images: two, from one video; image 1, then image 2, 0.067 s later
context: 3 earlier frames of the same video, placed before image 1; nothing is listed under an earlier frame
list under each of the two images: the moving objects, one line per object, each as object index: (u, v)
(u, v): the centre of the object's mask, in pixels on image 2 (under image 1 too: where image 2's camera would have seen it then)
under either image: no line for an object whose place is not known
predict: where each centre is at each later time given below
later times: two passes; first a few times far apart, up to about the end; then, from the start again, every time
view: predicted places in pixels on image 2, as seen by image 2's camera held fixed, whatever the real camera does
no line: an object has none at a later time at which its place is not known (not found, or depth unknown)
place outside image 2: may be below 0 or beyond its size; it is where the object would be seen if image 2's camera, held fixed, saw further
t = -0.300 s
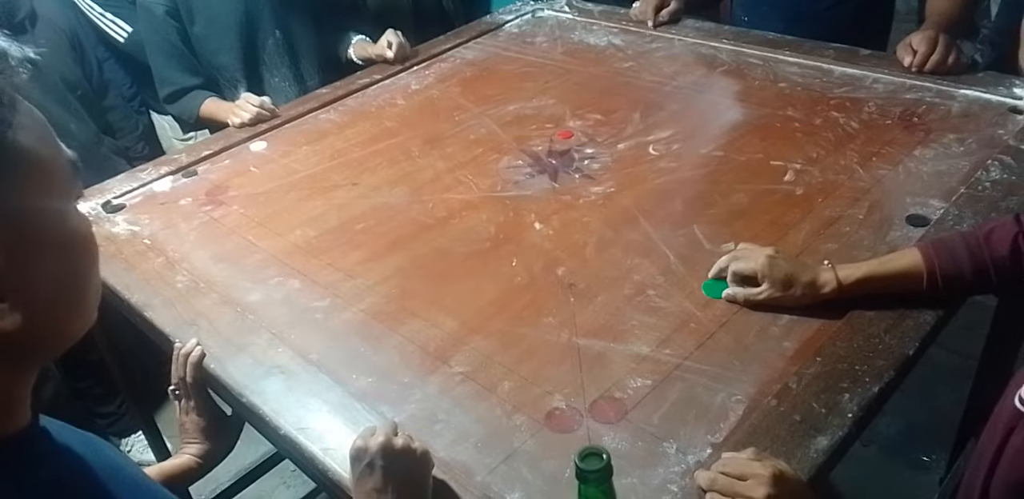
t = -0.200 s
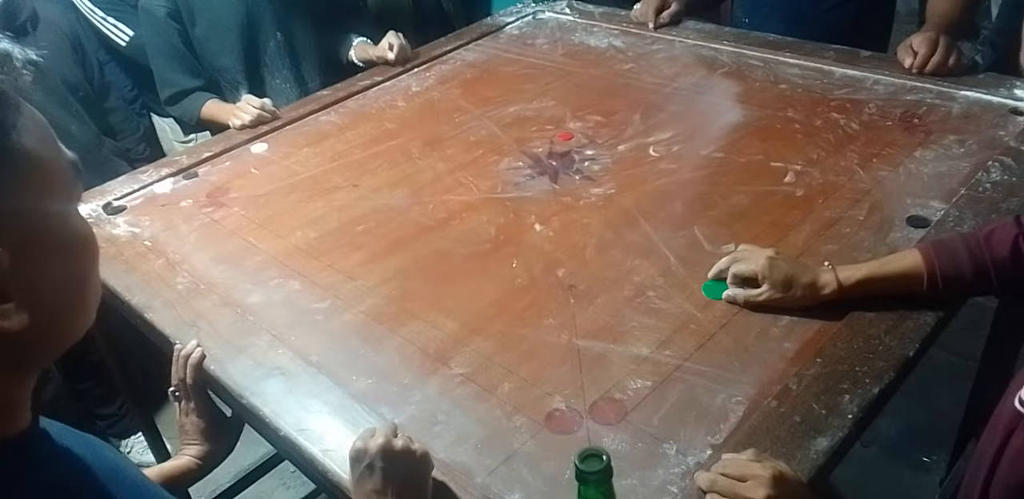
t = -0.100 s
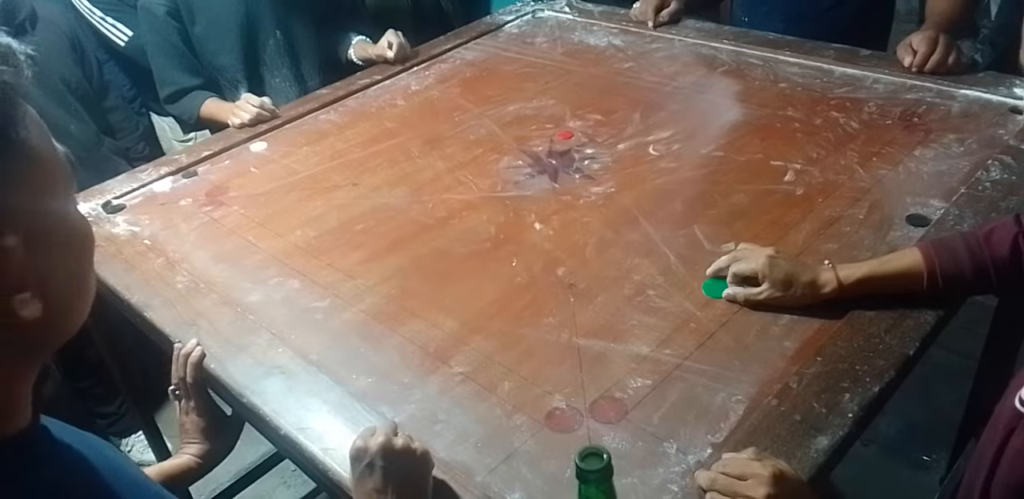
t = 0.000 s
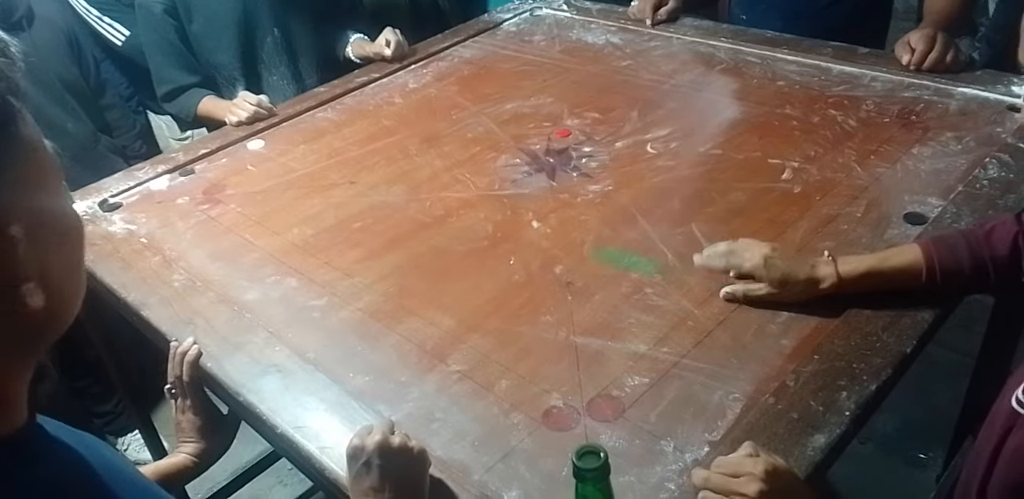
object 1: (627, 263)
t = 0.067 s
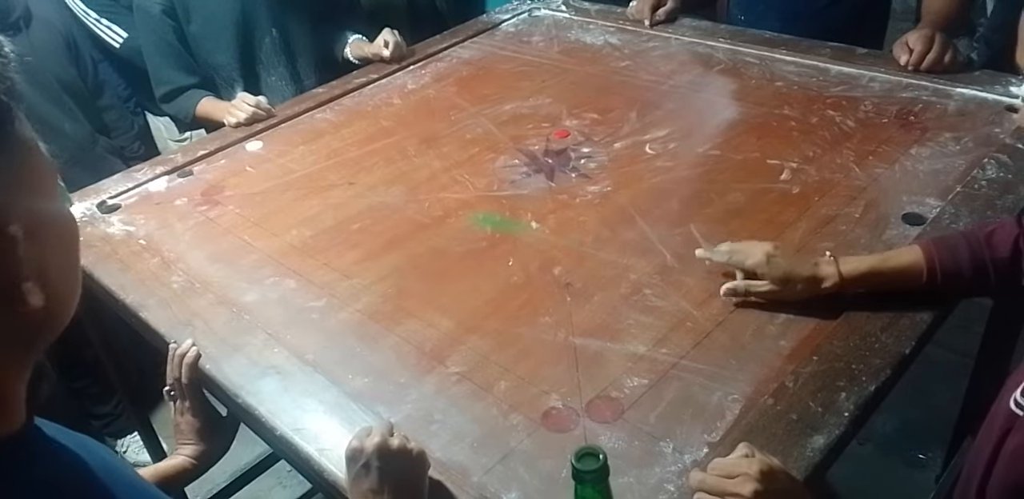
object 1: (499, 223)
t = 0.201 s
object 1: (306, 165)
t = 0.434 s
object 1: (292, 217)
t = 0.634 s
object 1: (331, 293)
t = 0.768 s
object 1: (358, 342)
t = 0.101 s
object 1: (440, 206)
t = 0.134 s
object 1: (394, 192)
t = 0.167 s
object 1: (350, 178)
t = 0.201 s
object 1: (306, 165)
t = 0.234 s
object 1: (269, 153)
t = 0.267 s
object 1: (261, 155)
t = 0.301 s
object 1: (268, 167)
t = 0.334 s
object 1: (273, 179)
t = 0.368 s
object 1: (279, 192)
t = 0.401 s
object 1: (285, 204)
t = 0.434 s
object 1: (292, 217)
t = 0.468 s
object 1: (299, 229)
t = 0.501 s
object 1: (305, 242)
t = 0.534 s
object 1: (312, 255)
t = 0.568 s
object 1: (318, 268)
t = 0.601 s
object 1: (325, 280)
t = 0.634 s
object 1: (331, 293)
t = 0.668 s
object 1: (338, 305)
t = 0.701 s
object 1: (345, 317)
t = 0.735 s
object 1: (352, 330)
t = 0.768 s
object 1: (358, 342)
